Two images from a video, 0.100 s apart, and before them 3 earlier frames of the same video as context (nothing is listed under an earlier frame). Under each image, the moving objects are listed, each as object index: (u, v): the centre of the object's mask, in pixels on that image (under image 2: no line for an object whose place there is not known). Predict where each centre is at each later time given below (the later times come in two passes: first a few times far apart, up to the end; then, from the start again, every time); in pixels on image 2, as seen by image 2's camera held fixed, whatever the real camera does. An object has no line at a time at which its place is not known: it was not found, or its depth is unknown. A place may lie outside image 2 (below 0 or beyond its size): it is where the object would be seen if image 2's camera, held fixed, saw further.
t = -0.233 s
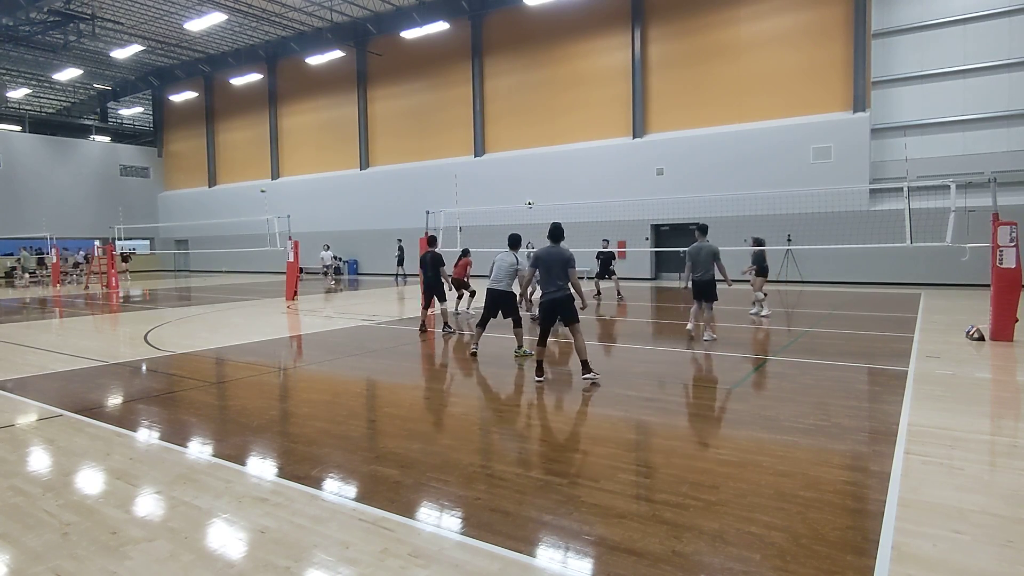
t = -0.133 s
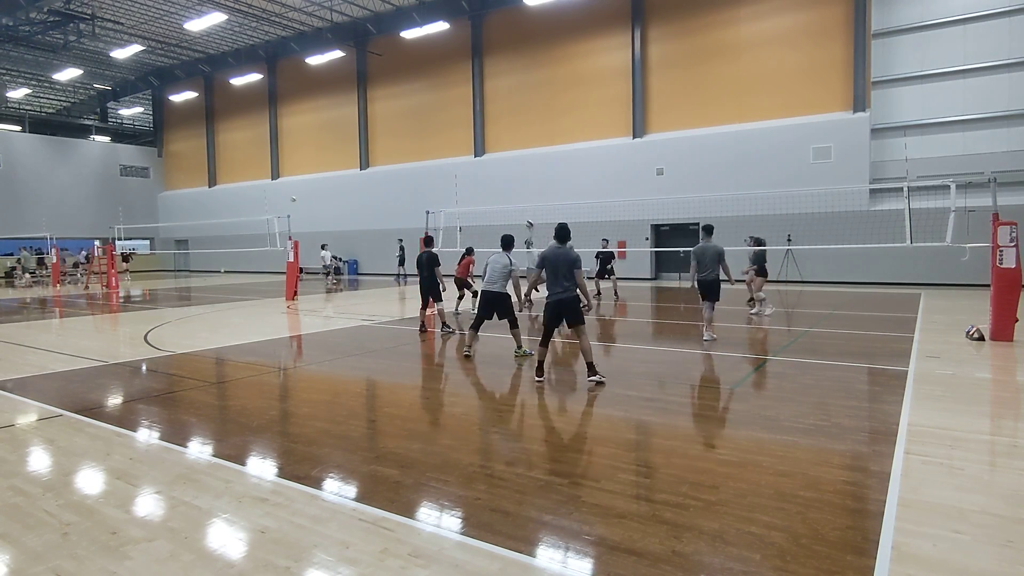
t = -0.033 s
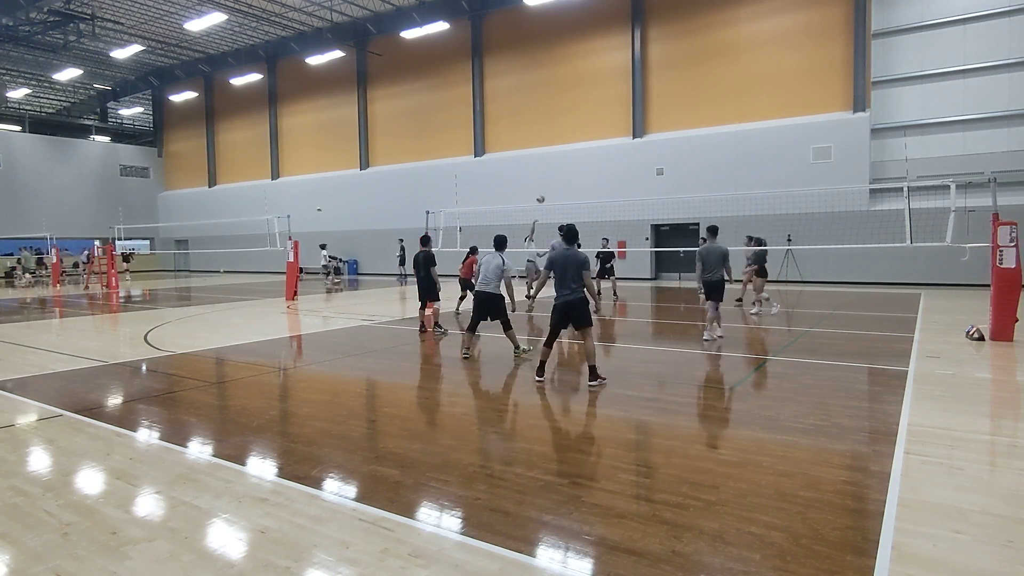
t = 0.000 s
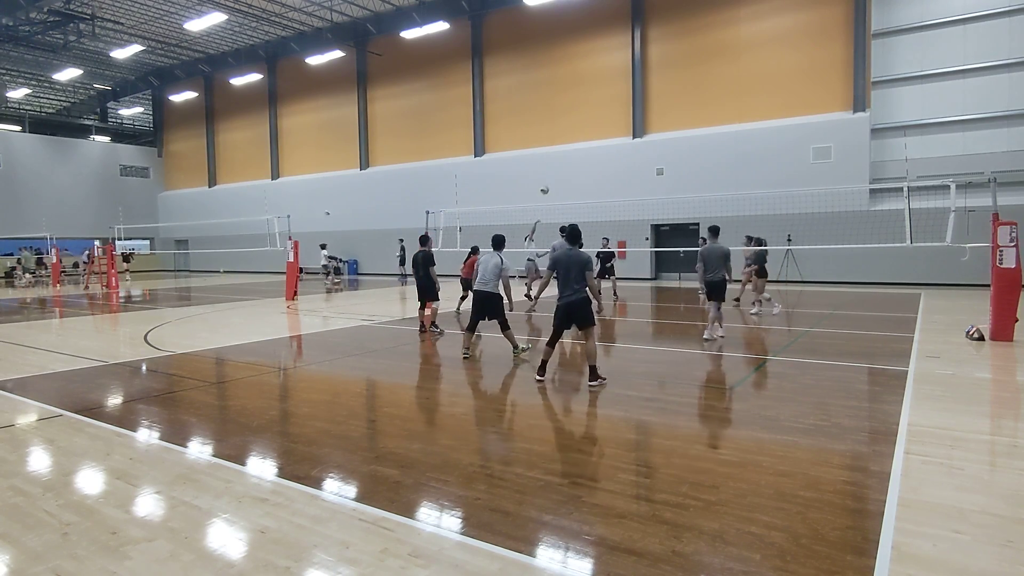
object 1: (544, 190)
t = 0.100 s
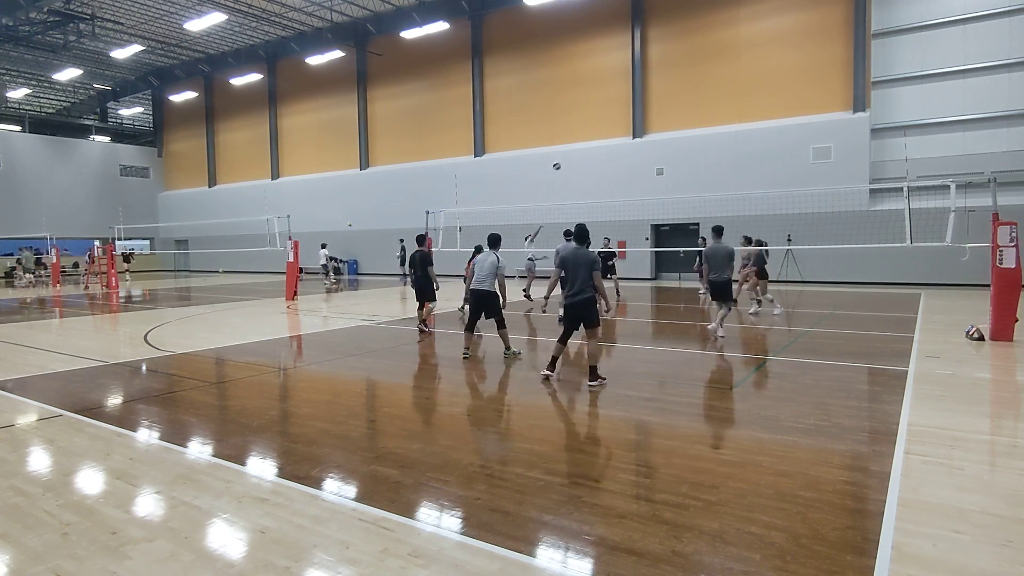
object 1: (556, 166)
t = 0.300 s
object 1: (582, 128)
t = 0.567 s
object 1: (618, 103)
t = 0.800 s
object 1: (648, 107)
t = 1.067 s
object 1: (686, 140)
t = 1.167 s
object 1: (701, 161)
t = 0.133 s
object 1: (561, 158)
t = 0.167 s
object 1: (565, 151)
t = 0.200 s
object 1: (569, 145)
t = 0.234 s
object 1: (574, 139)
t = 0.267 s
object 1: (578, 133)
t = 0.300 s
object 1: (582, 128)
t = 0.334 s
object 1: (587, 123)
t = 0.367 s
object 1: (591, 119)
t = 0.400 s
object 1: (596, 115)
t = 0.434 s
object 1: (600, 112)
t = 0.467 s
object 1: (604, 109)
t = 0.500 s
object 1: (609, 107)
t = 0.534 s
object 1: (613, 105)
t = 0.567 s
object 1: (618, 103)
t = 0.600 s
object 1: (622, 102)
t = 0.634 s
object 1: (626, 102)
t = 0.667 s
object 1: (631, 101)
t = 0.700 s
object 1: (635, 102)
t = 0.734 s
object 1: (640, 102)
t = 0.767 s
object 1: (644, 103)
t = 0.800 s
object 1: (648, 107)
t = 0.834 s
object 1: (653, 109)
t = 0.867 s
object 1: (658, 112)
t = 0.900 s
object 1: (663, 115)
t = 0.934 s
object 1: (668, 119)
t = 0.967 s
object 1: (672, 124)
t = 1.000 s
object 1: (677, 129)
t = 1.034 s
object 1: (682, 134)
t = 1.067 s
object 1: (686, 140)
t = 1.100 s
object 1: (691, 146)
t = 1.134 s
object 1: (696, 154)
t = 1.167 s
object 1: (701, 161)
